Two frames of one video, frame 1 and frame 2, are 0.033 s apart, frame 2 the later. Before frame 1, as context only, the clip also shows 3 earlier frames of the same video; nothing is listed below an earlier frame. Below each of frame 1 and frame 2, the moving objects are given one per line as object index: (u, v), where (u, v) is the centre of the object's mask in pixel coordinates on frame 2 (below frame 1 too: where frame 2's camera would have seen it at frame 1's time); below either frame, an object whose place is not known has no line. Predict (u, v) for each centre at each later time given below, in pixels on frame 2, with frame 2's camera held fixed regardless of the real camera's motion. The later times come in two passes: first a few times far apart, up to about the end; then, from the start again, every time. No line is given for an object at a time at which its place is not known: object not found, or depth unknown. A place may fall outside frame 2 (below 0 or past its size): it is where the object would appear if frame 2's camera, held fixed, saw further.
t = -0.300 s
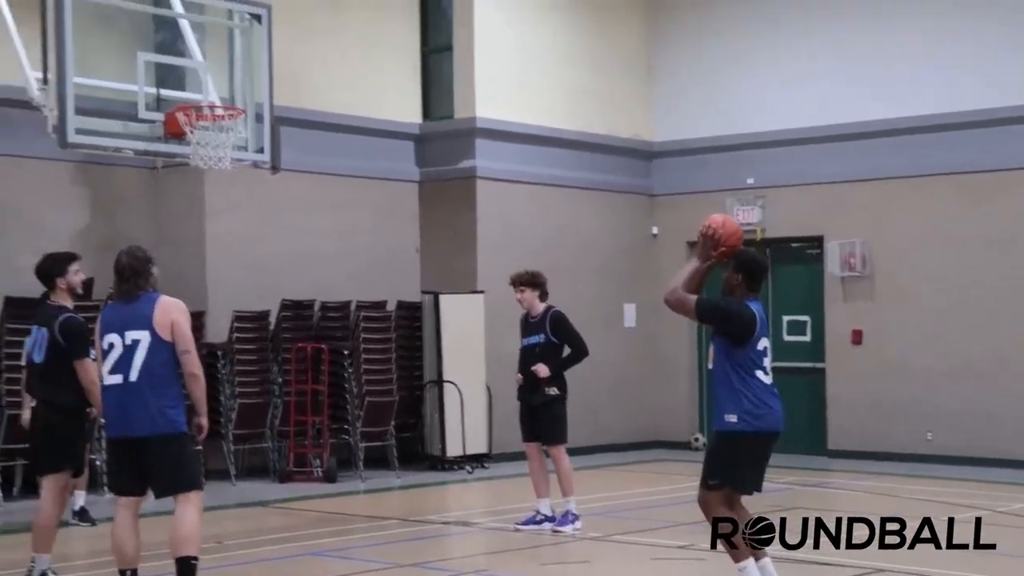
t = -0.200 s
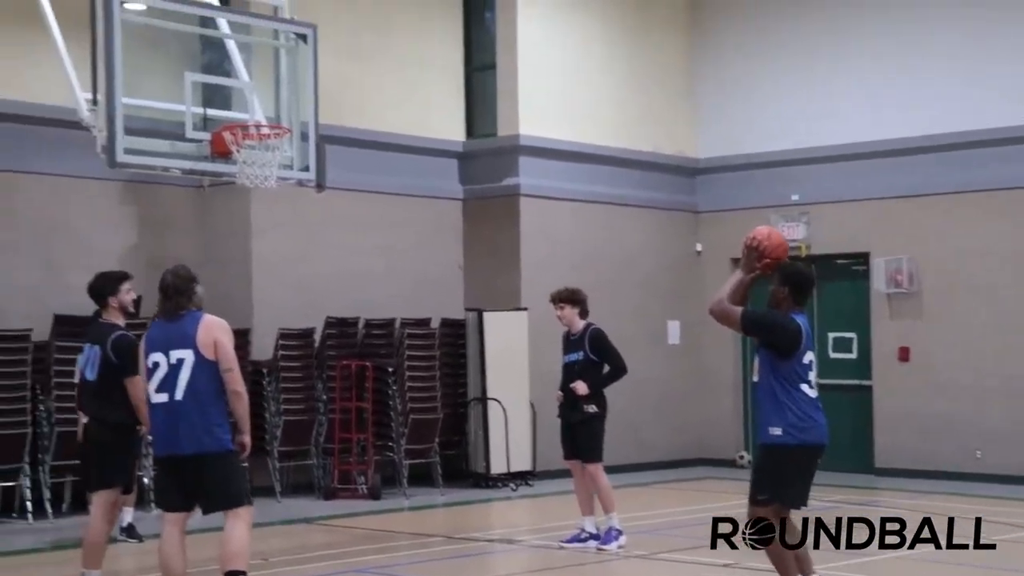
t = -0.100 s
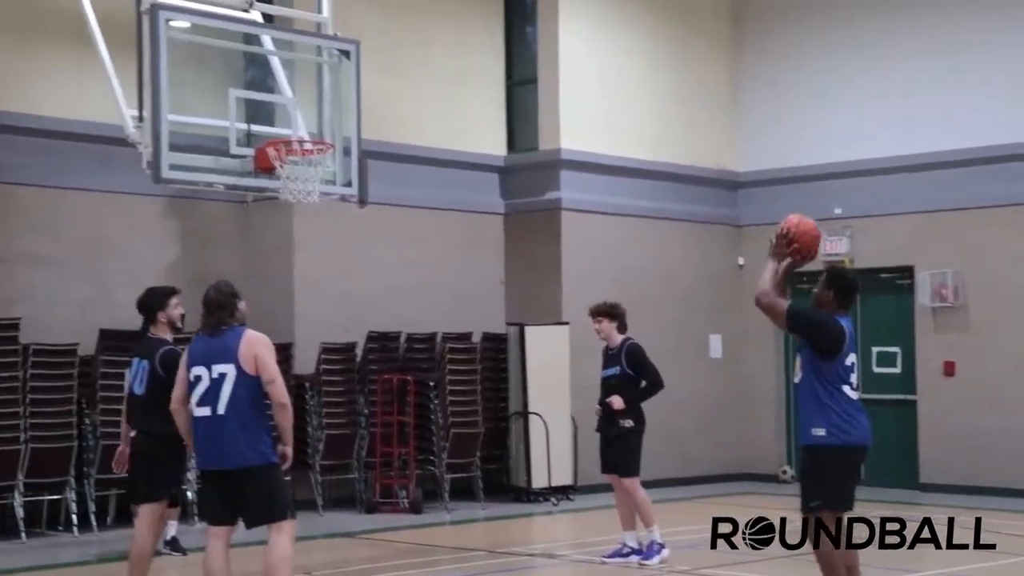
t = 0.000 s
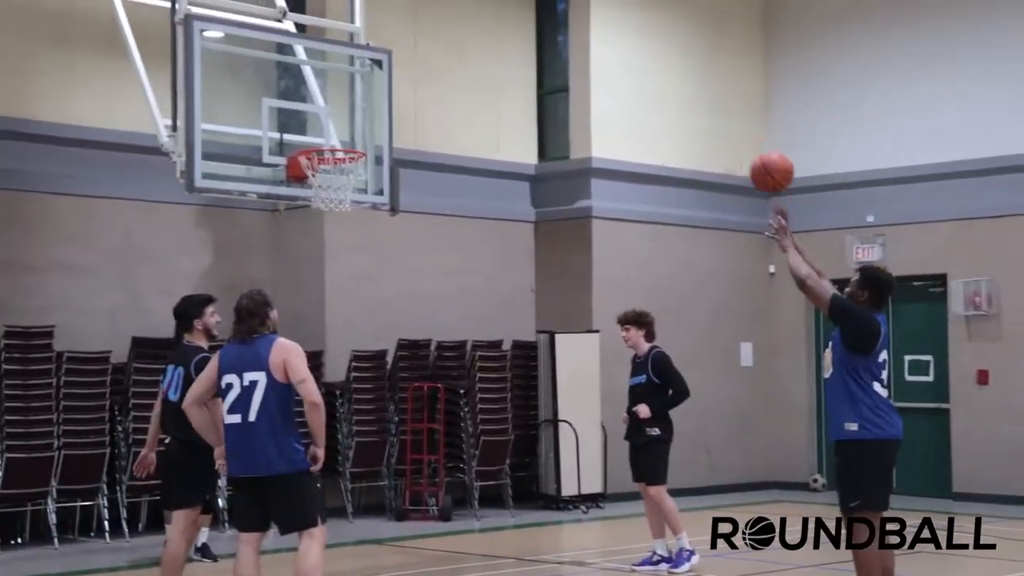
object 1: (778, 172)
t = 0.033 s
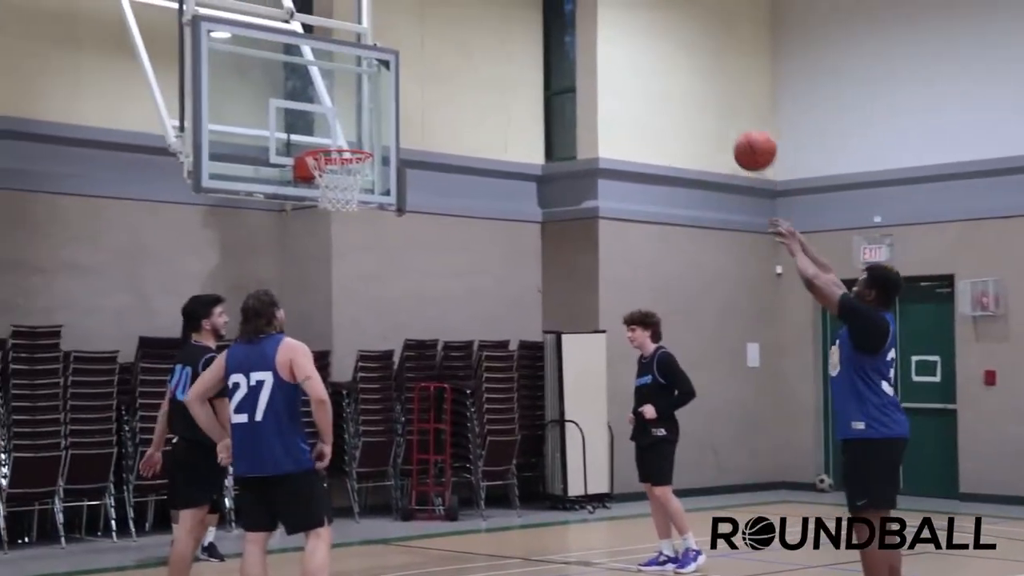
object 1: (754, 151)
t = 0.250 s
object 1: (615, 63)
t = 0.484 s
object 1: (486, 60)
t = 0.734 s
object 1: (371, 138)
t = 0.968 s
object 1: (407, 89)
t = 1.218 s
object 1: (446, 118)
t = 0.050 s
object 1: (743, 140)
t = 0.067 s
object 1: (731, 131)
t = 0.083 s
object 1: (720, 122)
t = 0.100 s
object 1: (709, 114)
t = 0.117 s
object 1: (699, 106)
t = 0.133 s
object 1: (688, 99)
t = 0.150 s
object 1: (677, 92)
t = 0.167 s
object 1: (666, 86)
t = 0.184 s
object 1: (656, 80)
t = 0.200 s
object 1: (646, 75)
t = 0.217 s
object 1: (635, 71)
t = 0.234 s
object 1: (625, 66)
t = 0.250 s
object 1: (615, 63)
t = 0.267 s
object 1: (605, 60)
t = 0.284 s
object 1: (596, 57)
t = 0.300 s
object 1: (586, 55)
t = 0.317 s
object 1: (576, 53)
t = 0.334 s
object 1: (566, 51)
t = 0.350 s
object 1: (557, 51)
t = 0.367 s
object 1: (549, 51)
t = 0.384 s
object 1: (540, 51)
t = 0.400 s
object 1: (531, 51)
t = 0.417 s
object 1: (521, 52)
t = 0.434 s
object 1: (513, 54)
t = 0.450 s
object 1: (504, 55)
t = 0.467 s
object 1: (495, 57)
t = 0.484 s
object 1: (486, 60)
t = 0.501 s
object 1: (478, 63)
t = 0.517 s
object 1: (470, 66)
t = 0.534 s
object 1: (461, 70)
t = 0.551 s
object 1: (454, 74)
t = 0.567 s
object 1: (446, 78)
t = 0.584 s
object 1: (437, 84)
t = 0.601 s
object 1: (429, 89)
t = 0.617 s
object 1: (421, 93)
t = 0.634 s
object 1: (414, 99)
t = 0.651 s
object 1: (406, 105)
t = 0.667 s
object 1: (398, 111)
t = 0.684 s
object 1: (391, 118)
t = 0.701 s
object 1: (383, 125)
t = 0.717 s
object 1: (376, 133)
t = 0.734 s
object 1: (371, 138)
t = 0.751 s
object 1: (373, 134)
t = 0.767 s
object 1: (375, 128)
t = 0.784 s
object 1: (378, 122)
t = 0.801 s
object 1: (381, 117)
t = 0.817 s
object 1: (383, 112)
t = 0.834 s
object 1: (386, 109)
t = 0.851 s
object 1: (389, 105)
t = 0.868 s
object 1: (391, 102)
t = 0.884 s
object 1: (394, 99)
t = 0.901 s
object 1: (396, 96)
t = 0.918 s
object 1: (399, 93)
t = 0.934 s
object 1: (401, 92)
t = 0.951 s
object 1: (404, 90)
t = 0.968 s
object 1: (407, 89)
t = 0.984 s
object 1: (409, 88)
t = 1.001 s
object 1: (412, 88)
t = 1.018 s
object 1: (414, 87)
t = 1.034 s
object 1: (417, 88)
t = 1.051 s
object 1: (420, 89)
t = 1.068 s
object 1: (422, 90)
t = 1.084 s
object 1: (425, 91)
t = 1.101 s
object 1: (428, 93)
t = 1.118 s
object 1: (430, 95)
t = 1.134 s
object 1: (433, 98)
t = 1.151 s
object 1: (436, 102)
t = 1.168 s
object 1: (438, 105)
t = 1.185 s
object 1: (441, 109)
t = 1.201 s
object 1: (444, 113)
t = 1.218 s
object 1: (446, 118)
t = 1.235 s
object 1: (449, 123)
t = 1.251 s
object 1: (451, 129)
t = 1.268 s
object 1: (454, 135)
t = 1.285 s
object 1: (456, 141)
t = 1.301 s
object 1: (459, 147)
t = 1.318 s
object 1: (461, 154)
